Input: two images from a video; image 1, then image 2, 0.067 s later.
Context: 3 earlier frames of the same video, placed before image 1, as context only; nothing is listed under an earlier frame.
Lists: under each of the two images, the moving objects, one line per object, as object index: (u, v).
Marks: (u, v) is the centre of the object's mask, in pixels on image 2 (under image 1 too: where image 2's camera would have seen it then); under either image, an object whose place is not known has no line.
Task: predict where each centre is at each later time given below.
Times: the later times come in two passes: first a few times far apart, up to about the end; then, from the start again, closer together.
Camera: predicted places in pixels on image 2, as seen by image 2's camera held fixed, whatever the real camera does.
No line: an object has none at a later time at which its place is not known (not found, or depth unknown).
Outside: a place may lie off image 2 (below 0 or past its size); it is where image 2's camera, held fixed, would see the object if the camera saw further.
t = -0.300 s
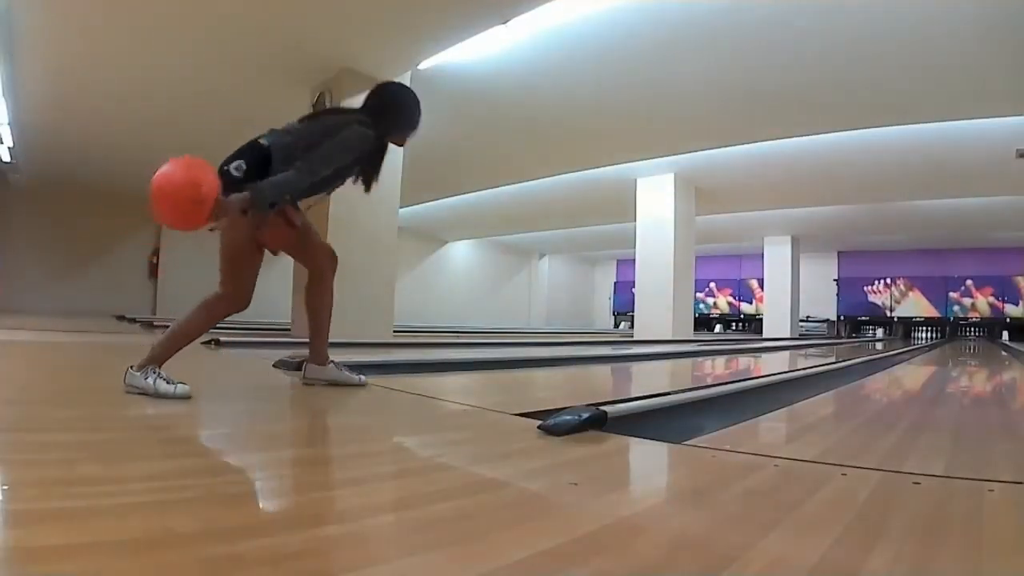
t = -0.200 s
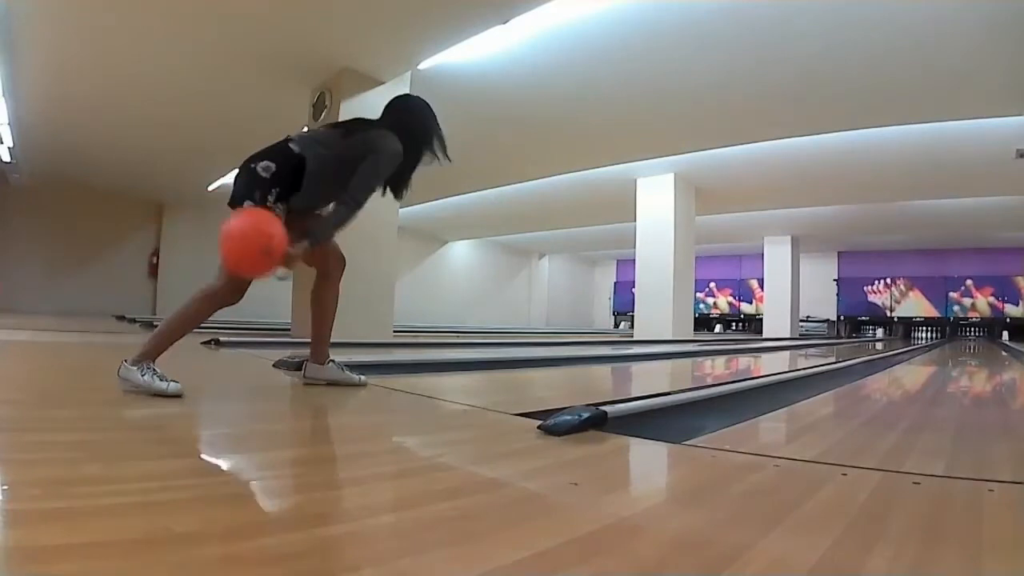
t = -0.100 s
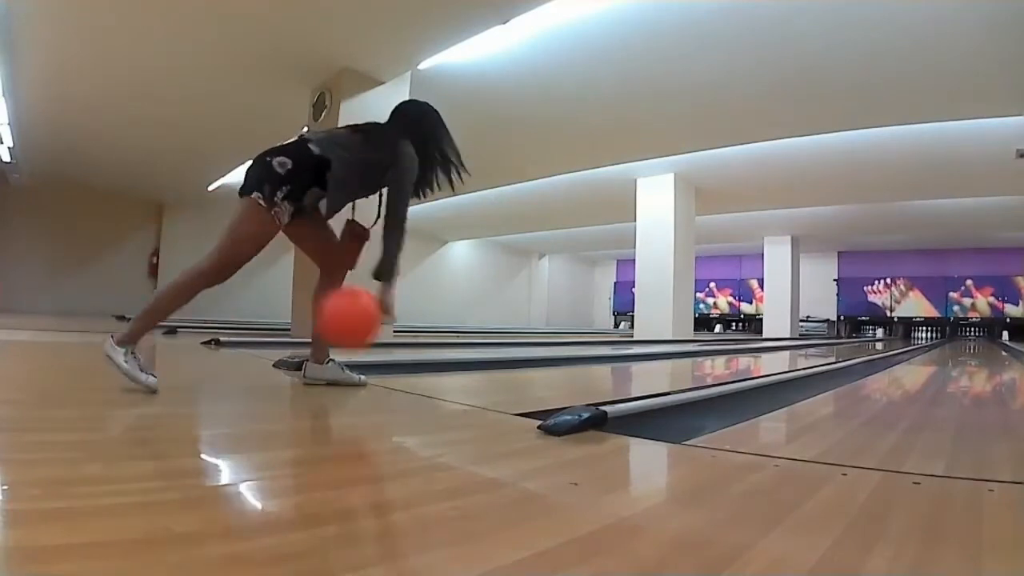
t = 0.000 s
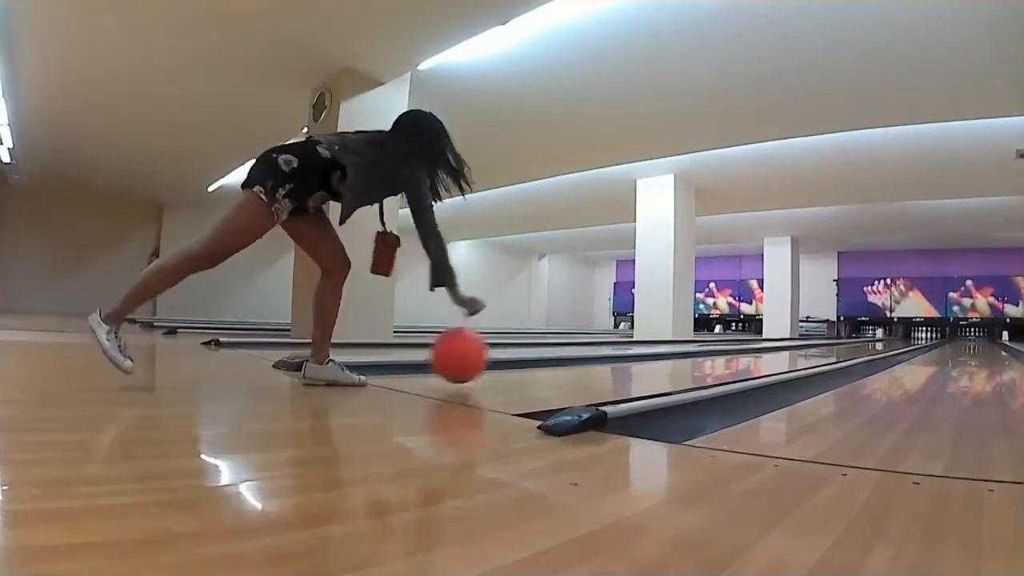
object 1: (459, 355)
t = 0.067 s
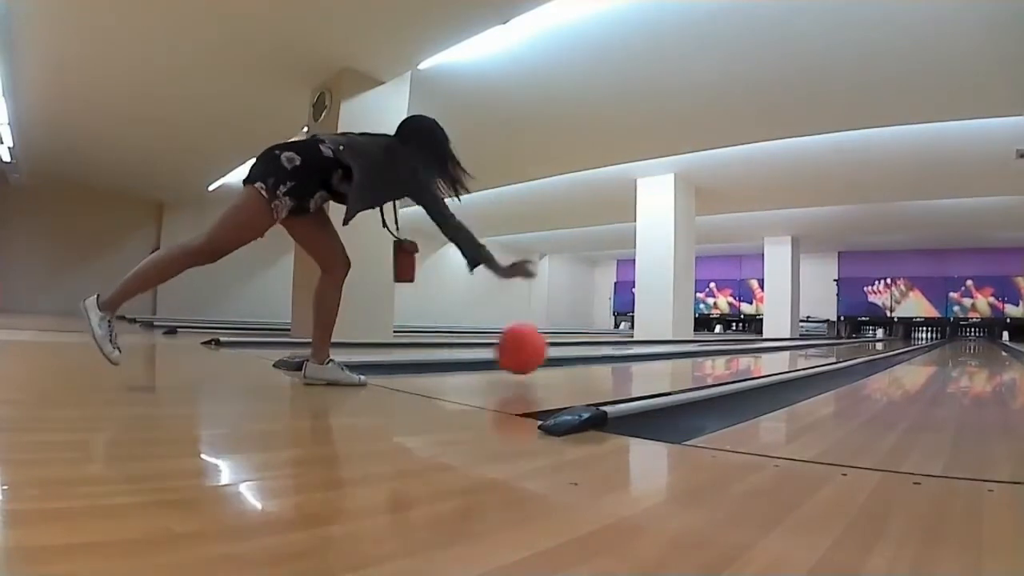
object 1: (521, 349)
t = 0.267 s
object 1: (649, 353)
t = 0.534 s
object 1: (741, 348)
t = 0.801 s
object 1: (792, 345)
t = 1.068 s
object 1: (822, 344)
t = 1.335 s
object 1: (842, 342)
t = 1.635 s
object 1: (856, 341)
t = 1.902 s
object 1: (864, 341)
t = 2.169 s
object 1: (871, 340)
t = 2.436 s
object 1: (878, 340)
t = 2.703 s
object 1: (883, 339)
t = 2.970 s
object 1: (888, 339)
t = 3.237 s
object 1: (894, 338)
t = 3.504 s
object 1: (899, 338)
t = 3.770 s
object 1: (902, 338)
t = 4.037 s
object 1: (905, 337)
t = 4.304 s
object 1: (909, 338)
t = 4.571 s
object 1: (912, 337)
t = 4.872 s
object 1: (914, 338)
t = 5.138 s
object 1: (917, 338)
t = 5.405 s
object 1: (916, 338)
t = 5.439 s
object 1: (916, 338)
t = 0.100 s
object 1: (547, 350)
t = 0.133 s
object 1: (571, 353)
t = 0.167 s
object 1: (593, 355)
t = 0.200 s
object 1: (614, 354)
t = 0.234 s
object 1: (632, 353)
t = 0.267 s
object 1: (649, 353)
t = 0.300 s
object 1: (664, 352)
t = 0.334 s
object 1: (678, 352)
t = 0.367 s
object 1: (691, 351)
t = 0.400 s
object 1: (703, 350)
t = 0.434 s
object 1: (714, 350)
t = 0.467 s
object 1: (724, 349)
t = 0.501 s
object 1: (733, 349)
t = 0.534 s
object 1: (741, 348)
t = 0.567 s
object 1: (750, 348)
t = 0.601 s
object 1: (757, 347)
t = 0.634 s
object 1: (763, 347)
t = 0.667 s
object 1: (770, 347)
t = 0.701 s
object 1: (776, 346)
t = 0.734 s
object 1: (781, 346)
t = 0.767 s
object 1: (787, 346)
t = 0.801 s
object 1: (792, 345)
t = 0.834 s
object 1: (796, 345)
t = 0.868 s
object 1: (801, 345)
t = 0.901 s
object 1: (805, 345)
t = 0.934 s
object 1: (809, 345)
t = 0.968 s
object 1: (813, 344)
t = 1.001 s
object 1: (816, 345)
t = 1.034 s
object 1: (819, 345)
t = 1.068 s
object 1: (822, 344)
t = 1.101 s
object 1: (825, 344)
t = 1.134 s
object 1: (828, 344)
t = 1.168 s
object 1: (830, 343)
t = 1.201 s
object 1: (833, 343)
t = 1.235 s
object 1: (835, 343)
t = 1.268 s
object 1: (837, 343)
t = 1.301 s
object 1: (840, 343)
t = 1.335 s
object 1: (842, 342)
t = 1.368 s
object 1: (843, 343)
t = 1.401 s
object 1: (845, 343)
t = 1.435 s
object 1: (847, 342)
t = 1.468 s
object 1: (849, 342)
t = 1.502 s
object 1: (850, 342)
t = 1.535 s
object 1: (851, 342)
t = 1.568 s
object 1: (853, 341)
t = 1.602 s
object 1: (854, 341)
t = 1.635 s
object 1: (856, 341)
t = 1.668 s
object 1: (857, 342)
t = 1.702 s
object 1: (858, 342)
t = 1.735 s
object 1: (859, 341)
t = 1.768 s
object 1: (860, 341)
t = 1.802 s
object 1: (861, 341)
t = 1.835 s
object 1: (862, 341)
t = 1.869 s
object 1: (863, 341)
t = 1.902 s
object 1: (864, 341)
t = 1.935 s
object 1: (865, 341)
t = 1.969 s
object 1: (866, 341)
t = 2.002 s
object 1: (867, 341)
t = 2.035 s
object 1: (868, 340)
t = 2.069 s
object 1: (869, 340)
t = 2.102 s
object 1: (870, 339)
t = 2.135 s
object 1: (872, 339)
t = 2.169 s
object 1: (871, 340)
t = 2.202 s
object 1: (872, 340)
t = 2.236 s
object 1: (873, 341)
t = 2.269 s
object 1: (873, 341)
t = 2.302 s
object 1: (874, 340)
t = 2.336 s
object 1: (875, 340)
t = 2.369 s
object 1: (875, 340)
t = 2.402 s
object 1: (876, 341)
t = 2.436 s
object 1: (878, 340)
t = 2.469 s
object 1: (878, 340)
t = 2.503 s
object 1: (879, 340)
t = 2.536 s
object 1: (880, 340)
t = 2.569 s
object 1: (881, 340)
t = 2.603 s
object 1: (882, 340)
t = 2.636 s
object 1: (882, 340)
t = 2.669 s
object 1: (883, 339)
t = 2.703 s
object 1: (883, 339)
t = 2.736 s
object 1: (884, 339)
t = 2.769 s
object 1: (885, 339)
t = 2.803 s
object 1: (886, 339)
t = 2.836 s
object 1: (887, 339)
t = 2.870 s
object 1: (887, 339)
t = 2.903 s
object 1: (888, 339)
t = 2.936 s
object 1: (888, 339)
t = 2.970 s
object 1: (888, 339)
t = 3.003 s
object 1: (890, 339)
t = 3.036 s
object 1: (889, 339)
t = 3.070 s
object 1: (891, 339)
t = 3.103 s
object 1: (891, 339)
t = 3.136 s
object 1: (891, 339)
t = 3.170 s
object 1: (892, 339)
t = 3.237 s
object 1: (894, 338)
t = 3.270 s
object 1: (894, 339)
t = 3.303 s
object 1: (894, 338)
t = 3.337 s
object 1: (895, 338)
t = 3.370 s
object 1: (895, 338)
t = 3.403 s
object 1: (896, 338)
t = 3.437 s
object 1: (897, 338)
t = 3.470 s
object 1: (898, 338)
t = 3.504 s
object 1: (899, 338)
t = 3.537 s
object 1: (899, 338)
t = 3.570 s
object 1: (899, 338)
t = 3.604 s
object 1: (900, 338)
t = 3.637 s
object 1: (901, 337)
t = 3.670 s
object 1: (901, 338)
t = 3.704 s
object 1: (901, 338)
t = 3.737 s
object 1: (901, 338)
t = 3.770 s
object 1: (902, 338)
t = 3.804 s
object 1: (902, 338)
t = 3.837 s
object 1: (902, 337)
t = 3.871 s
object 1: (904, 337)
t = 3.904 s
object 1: (903, 337)
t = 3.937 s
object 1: (904, 338)
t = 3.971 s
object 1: (904, 338)
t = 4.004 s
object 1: (905, 337)
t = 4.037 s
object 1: (905, 337)
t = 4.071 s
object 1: (906, 338)
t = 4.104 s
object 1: (906, 337)
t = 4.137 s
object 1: (906, 338)
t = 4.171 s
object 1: (907, 338)
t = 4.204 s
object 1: (907, 338)
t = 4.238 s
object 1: (908, 337)
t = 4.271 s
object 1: (908, 338)
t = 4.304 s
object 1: (909, 338)
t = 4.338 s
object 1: (909, 338)
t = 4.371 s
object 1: (909, 338)
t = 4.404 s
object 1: (910, 338)
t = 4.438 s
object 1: (910, 338)
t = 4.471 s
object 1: (910, 337)
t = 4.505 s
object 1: (911, 337)
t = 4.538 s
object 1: (911, 337)
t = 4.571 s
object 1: (912, 337)
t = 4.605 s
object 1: (912, 337)
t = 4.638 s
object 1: (912, 337)
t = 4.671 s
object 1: (913, 337)
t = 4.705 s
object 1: (913, 338)
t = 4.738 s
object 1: (913, 338)
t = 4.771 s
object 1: (913, 338)
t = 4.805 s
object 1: (914, 338)
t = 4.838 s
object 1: (914, 338)
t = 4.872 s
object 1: (914, 338)
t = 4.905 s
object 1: (914, 338)
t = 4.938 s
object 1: (915, 338)
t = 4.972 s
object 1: (914, 338)
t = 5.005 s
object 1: (915, 338)
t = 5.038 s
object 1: (916, 338)
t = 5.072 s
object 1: (916, 338)
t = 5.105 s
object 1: (916, 338)
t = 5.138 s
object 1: (917, 338)
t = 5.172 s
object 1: (917, 338)
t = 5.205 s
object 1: (916, 338)
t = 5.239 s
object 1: (916, 338)
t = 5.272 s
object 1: (916, 338)
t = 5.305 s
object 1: (916, 338)
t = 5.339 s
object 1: (916, 338)
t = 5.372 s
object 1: (916, 338)
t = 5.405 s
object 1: (916, 338)
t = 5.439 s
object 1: (916, 338)
